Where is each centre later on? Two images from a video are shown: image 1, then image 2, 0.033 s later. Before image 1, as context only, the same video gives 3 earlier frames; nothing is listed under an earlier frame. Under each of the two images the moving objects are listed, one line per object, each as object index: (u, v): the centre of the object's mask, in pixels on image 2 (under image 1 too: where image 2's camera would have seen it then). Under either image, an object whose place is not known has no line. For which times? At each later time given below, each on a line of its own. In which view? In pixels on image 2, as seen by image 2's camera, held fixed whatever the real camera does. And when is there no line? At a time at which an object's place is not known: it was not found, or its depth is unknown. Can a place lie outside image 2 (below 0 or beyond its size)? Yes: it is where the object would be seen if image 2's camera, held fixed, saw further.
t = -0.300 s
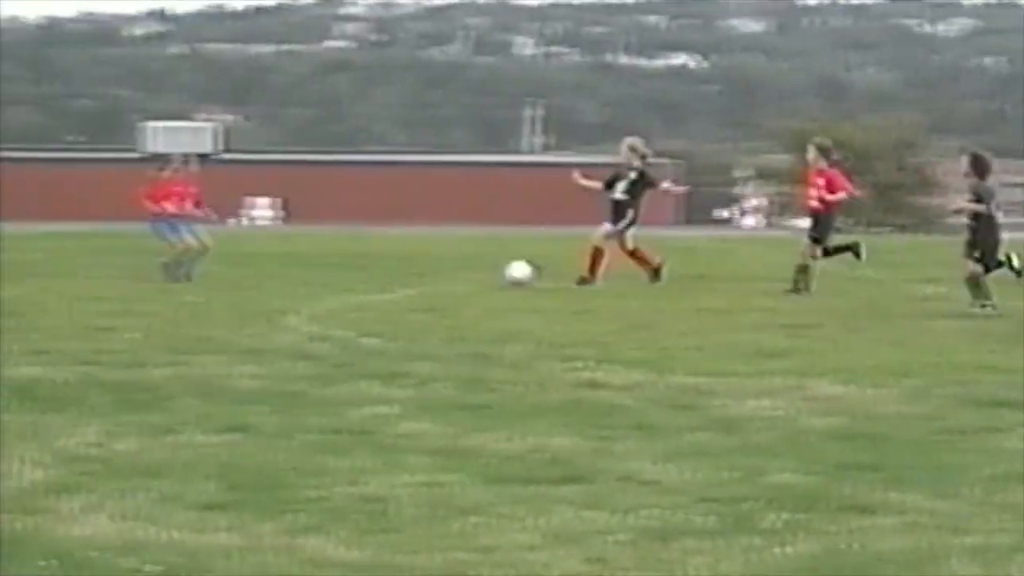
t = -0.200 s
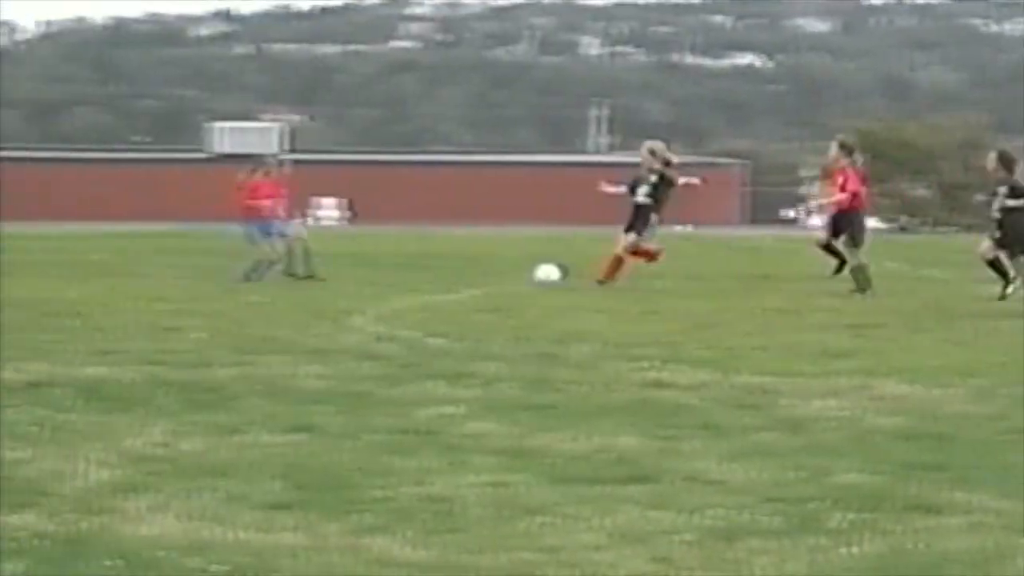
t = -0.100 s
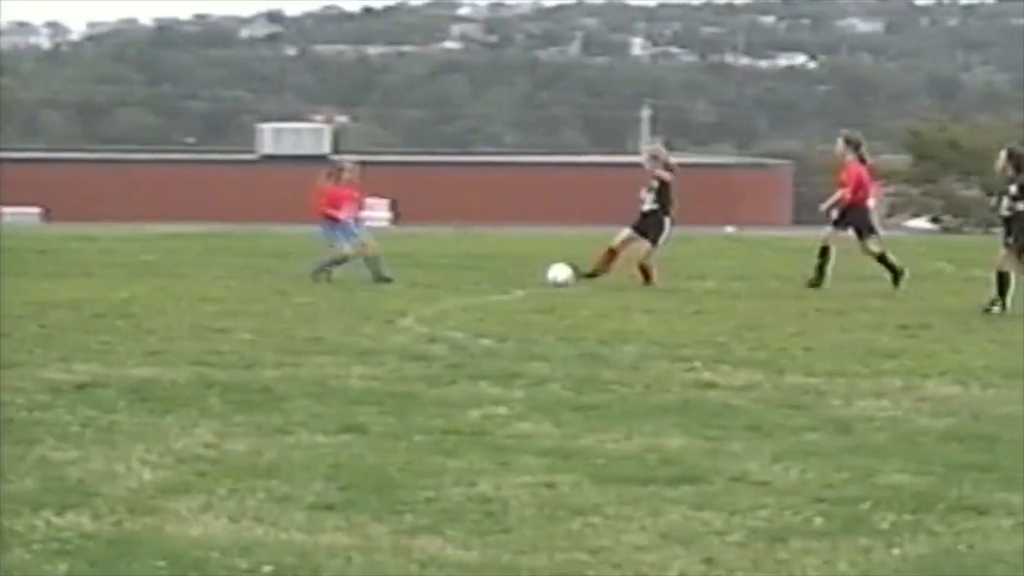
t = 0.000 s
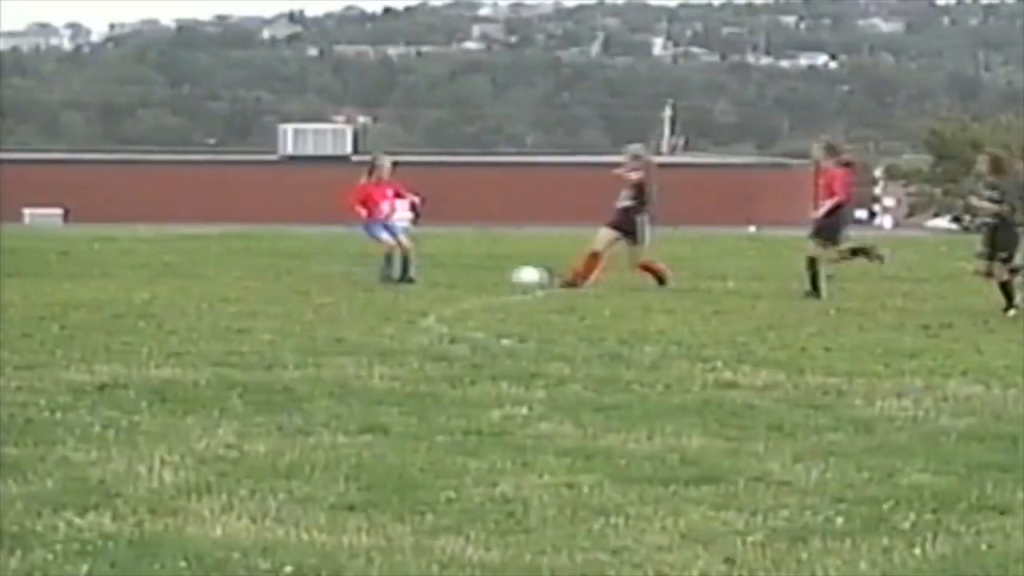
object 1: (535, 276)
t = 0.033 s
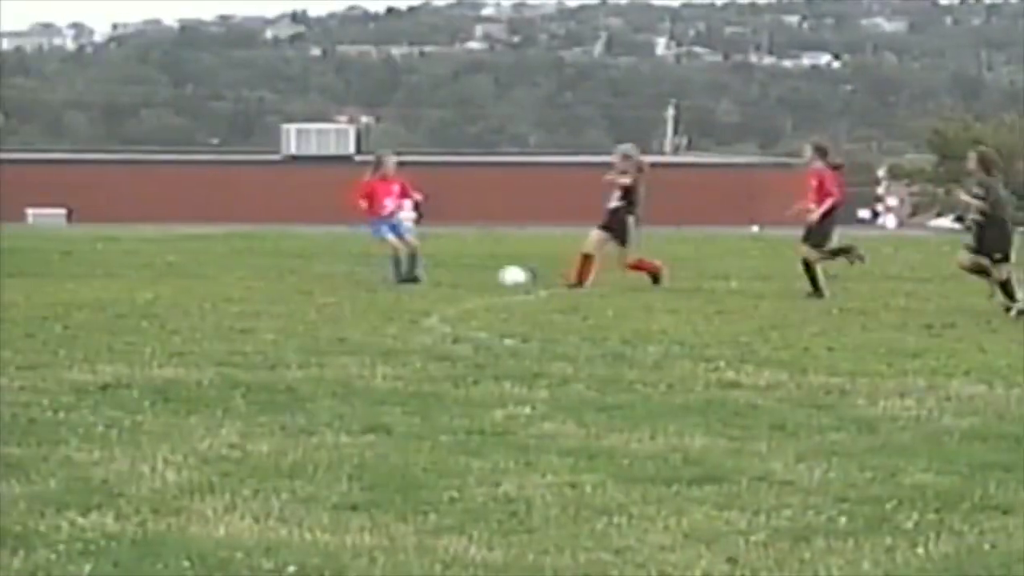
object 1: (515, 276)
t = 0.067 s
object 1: (497, 276)
